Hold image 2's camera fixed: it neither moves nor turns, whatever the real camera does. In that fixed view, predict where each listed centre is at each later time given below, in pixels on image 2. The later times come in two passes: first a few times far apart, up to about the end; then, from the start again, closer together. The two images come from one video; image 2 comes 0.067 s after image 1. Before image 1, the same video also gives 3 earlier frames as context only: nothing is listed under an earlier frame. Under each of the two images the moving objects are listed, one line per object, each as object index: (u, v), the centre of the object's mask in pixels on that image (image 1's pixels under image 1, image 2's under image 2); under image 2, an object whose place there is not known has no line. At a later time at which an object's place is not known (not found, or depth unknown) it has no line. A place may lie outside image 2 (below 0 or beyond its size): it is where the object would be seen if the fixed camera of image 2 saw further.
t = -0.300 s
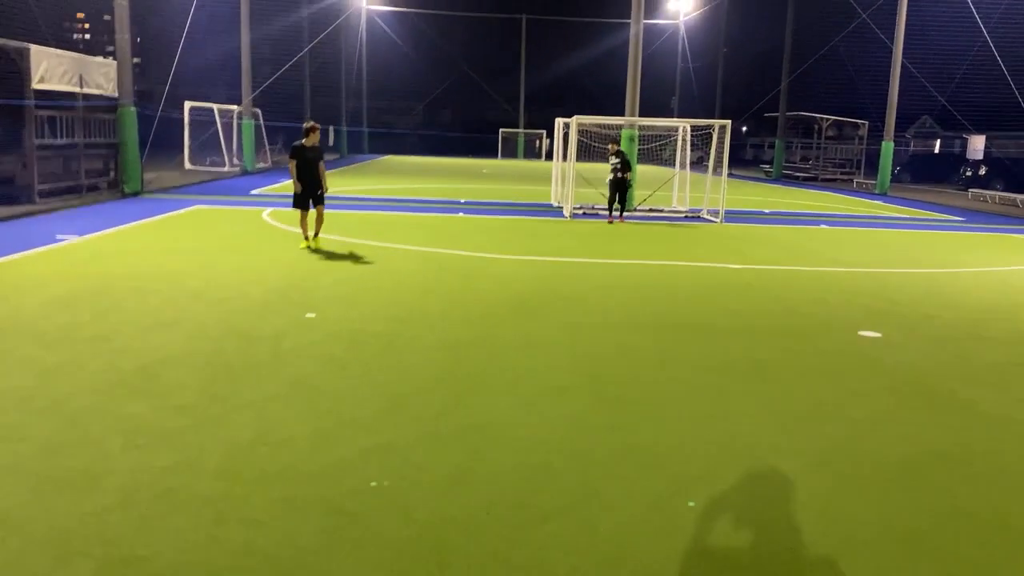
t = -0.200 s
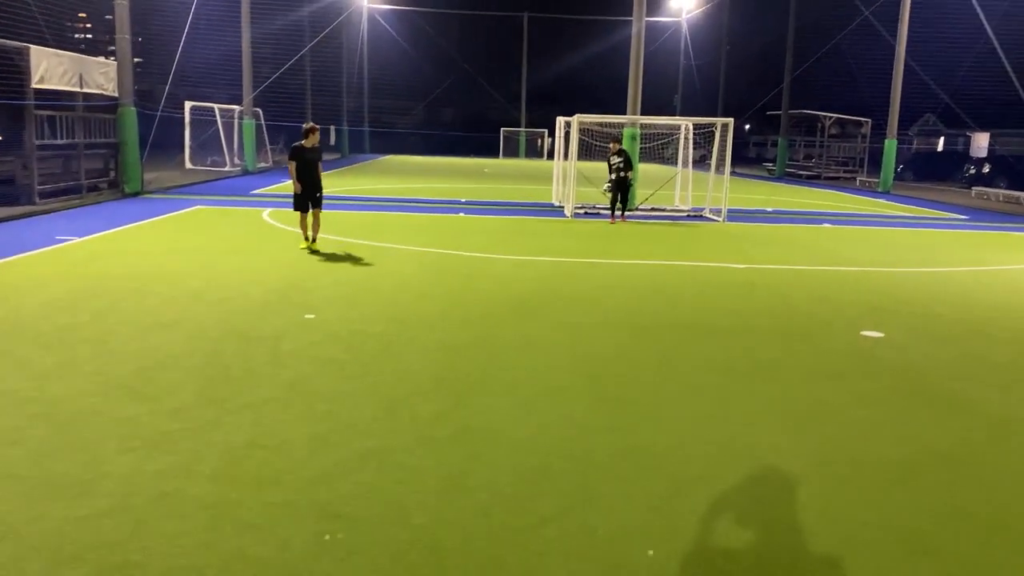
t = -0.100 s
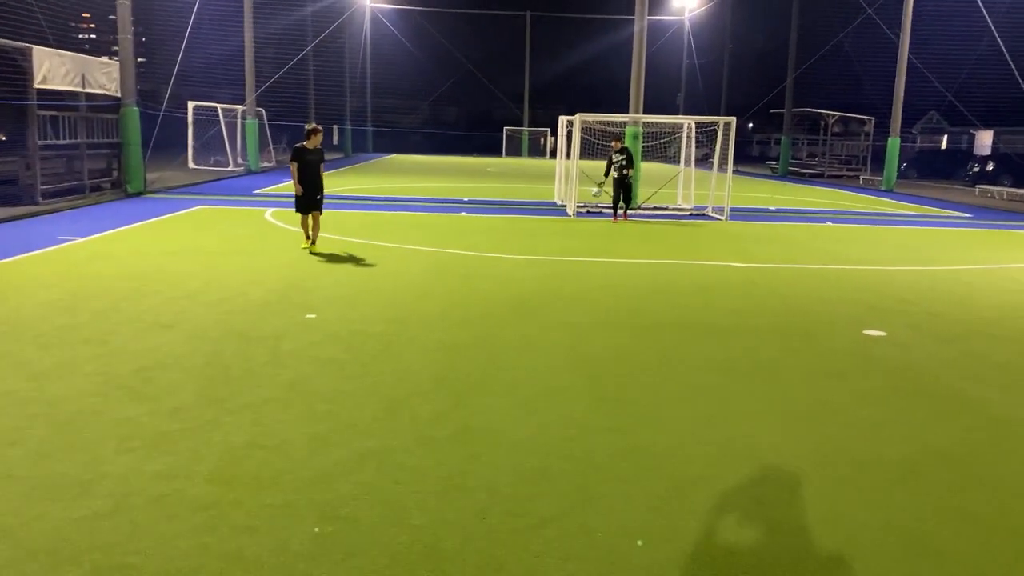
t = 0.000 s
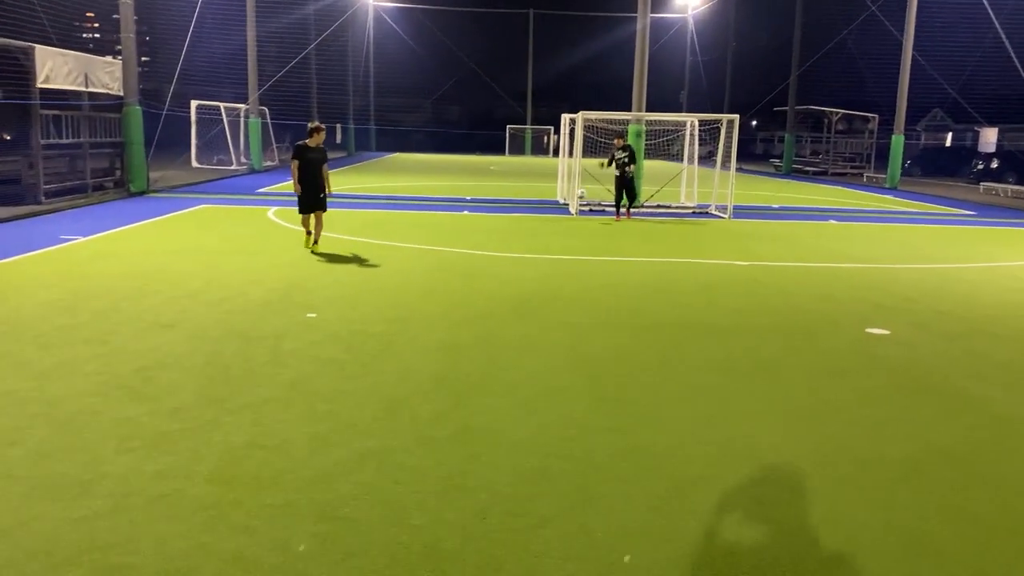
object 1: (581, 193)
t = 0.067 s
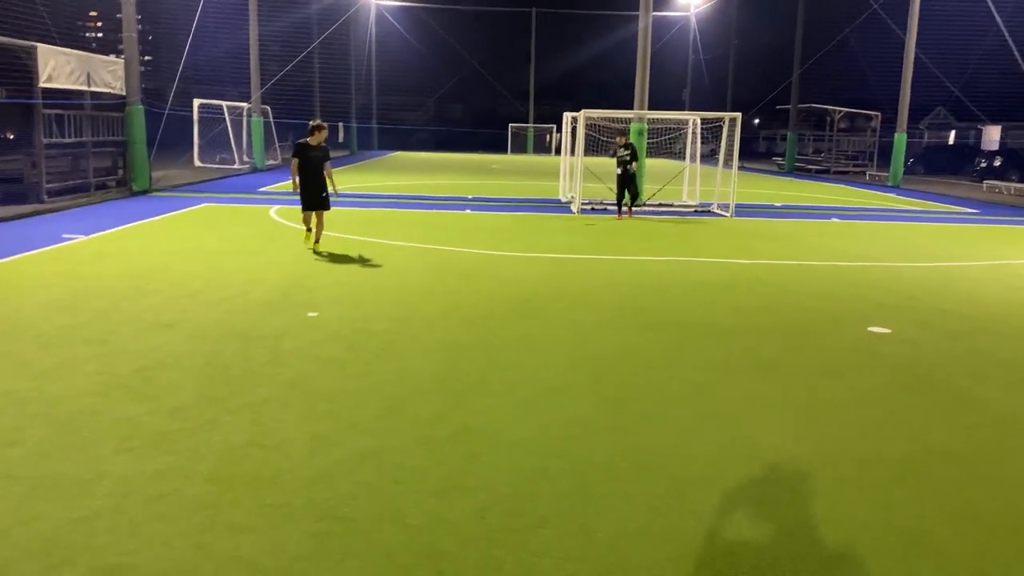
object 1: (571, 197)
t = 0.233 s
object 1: (537, 221)
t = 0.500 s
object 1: (494, 222)
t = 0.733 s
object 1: (453, 232)
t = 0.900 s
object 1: (419, 238)
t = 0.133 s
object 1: (557, 205)
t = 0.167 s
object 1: (550, 211)
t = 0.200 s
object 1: (543, 217)
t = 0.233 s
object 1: (537, 221)
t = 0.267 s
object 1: (531, 220)
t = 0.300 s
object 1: (526, 219)
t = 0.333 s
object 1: (521, 218)
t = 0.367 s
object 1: (516, 217)
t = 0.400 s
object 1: (510, 218)
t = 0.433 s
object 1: (505, 219)
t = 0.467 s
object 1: (500, 221)
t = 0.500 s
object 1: (494, 222)
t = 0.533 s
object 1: (488, 226)
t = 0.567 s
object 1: (482, 230)
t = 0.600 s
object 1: (477, 230)
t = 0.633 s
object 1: (471, 230)
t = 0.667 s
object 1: (465, 230)
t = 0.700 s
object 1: (459, 231)
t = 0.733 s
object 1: (453, 232)
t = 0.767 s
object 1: (446, 234)
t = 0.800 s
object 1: (440, 237)
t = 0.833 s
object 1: (433, 237)
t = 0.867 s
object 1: (427, 237)
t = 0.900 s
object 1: (419, 238)
